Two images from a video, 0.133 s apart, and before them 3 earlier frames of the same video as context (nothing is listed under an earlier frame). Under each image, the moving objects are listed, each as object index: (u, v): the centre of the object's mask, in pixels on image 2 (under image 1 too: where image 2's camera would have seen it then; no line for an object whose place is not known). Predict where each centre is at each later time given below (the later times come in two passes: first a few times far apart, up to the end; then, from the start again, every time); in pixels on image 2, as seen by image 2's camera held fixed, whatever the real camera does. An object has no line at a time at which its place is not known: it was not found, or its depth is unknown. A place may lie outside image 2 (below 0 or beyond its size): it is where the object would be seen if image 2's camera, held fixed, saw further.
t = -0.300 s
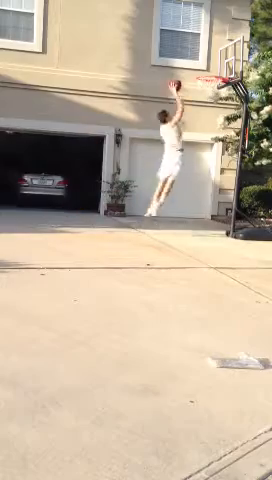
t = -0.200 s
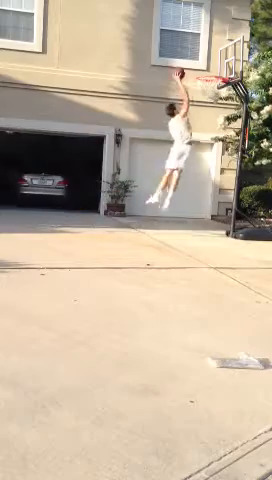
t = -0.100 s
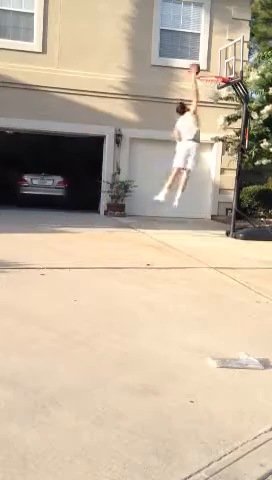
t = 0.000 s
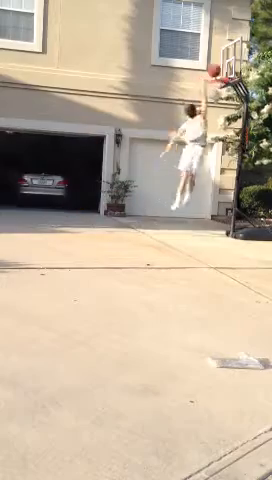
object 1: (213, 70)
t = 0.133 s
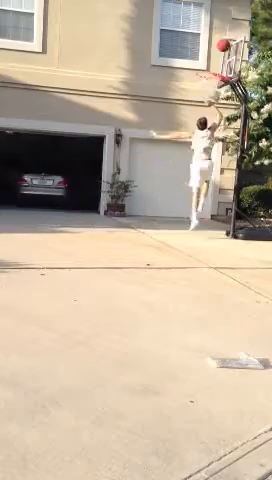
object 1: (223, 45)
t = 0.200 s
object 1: (224, 35)
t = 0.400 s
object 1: (224, 19)
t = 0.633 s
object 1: (222, 25)
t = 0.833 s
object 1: (218, 58)
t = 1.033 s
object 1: (212, 113)
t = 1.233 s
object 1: (203, 190)
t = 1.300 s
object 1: (200, 219)
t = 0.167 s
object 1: (223, 40)
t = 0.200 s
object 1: (224, 35)
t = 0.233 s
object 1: (224, 31)
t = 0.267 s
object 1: (224, 28)
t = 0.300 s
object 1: (223, 24)
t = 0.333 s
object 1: (223, 22)
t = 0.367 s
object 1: (223, 20)
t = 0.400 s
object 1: (224, 19)
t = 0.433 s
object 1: (224, 19)
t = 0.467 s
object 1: (223, 19)
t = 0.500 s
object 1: (223, 19)
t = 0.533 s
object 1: (223, 20)
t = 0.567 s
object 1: (223, 21)
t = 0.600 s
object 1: (222, 23)
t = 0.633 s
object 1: (222, 25)
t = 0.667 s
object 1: (222, 30)
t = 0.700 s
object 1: (221, 34)
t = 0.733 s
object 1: (220, 39)
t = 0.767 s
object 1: (219, 45)
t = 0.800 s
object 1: (219, 52)
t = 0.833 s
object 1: (218, 58)
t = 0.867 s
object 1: (217, 66)
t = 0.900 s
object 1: (217, 74)
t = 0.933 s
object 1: (215, 83)
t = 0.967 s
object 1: (214, 93)
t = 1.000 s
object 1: (213, 103)
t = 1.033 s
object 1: (212, 113)
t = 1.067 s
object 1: (211, 124)
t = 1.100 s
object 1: (209, 136)
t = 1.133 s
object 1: (208, 149)
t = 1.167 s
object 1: (206, 162)
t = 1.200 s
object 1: (205, 175)
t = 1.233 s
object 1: (203, 190)
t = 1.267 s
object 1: (202, 204)
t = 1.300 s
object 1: (200, 219)
